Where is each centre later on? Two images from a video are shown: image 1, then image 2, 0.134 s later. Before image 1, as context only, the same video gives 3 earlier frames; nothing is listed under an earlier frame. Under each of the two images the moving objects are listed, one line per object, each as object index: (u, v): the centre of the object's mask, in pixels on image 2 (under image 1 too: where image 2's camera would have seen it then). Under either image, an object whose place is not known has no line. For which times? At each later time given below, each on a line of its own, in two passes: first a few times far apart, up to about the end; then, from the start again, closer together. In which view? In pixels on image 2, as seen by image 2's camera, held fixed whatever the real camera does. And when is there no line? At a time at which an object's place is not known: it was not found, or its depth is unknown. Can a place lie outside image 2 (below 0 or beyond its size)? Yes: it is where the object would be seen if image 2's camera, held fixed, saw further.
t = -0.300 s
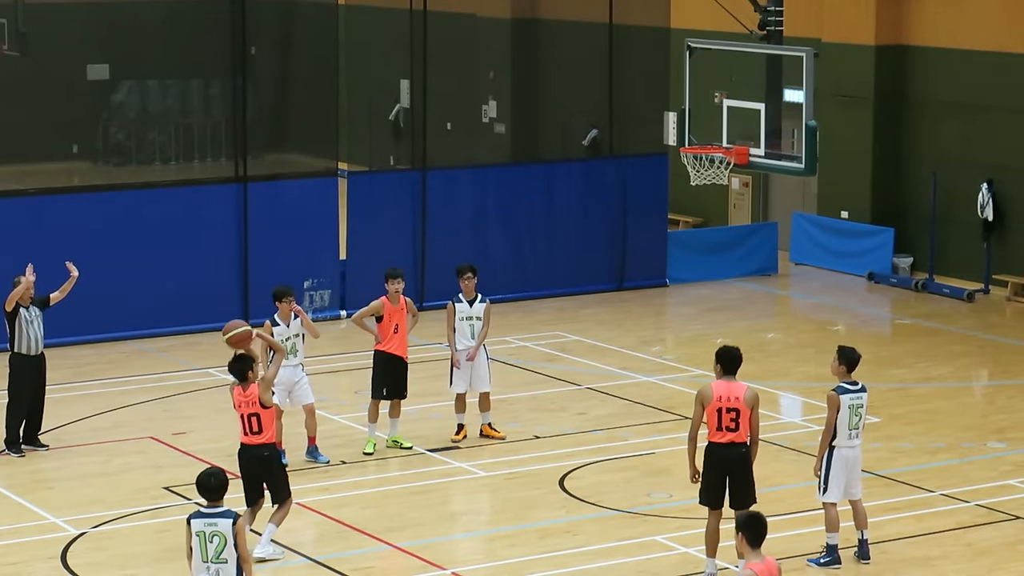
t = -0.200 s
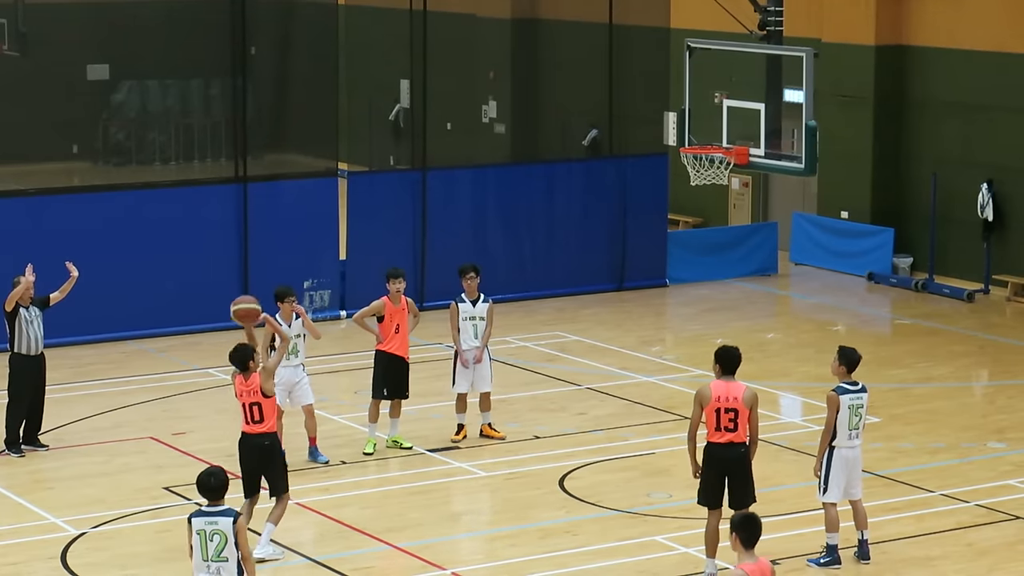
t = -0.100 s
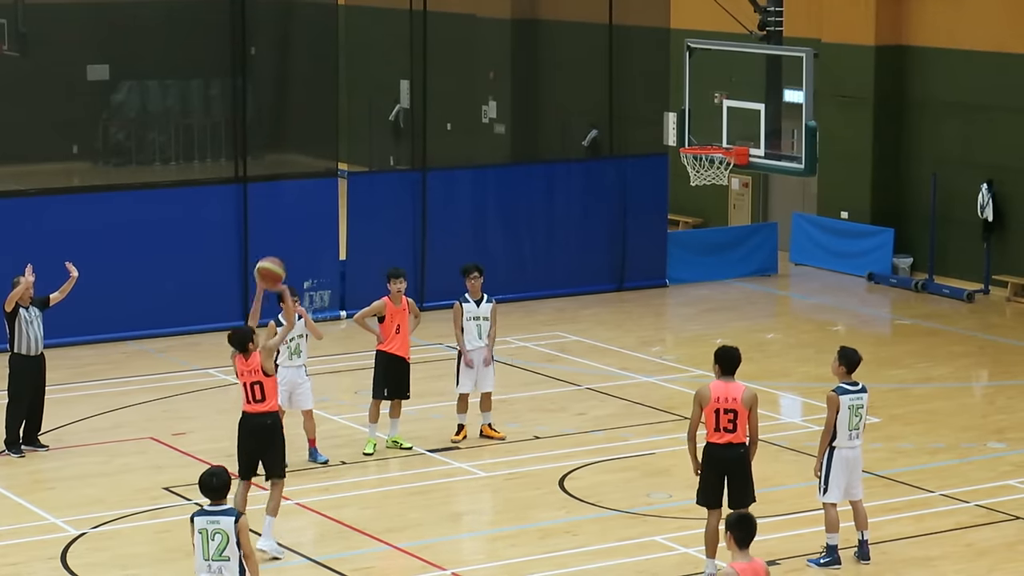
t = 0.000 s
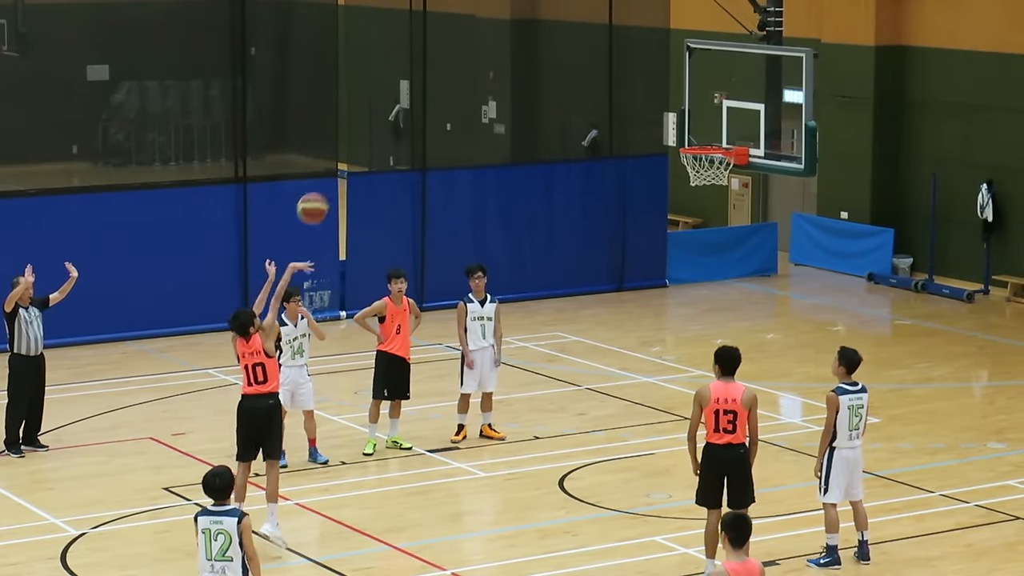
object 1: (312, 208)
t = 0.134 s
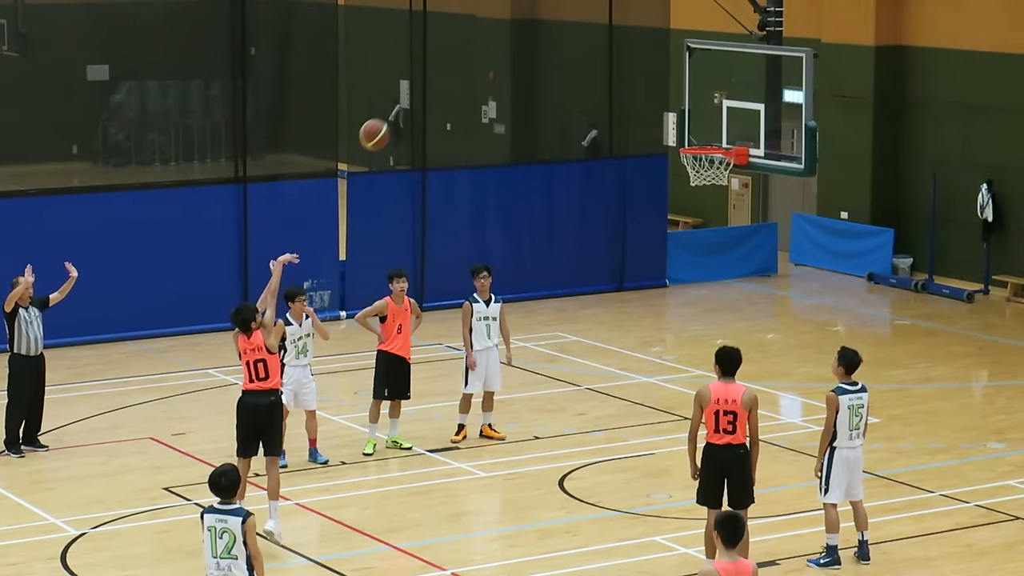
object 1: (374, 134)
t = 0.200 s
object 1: (404, 106)
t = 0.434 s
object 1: (506, 50)
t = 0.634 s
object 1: (587, 55)
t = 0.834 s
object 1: (663, 103)
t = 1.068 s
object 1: (734, 188)
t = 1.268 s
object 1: (763, 260)
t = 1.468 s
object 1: (791, 369)
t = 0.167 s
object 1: (390, 119)
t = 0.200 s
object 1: (404, 106)
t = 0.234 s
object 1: (420, 94)
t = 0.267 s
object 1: (434, 84)
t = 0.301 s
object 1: (449, 74)
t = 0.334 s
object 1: (464, 66)
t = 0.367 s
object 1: (478, 60)
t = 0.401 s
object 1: (492, 55)
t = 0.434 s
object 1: (506, 50)
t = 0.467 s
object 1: (520, 48)
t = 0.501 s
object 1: (533, 47)
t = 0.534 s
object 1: (547, 47)
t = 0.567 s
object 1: (561, 48)
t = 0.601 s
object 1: (574, 51)
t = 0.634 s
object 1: (587, 55)
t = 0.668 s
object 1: (600, 60)
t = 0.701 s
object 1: (613, 66)
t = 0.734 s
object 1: (625, 74)
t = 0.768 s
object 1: (638, 83)
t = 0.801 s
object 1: (651, 92)
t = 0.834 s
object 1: (663, 103)
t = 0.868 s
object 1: (675, 115)
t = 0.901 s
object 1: (687, 128)
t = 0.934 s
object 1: (700, 139)
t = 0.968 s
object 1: (711, 157)
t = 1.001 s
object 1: (722, 172)
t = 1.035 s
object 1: (729, 180)
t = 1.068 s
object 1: (734, 188)
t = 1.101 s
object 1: (738, 196)
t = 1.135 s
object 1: (742, 208)
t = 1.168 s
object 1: (748, 219)
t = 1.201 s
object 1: (753, 231)
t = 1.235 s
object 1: (757, 244)
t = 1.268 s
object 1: (763, 260)
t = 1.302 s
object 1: (767, 273)
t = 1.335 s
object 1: (772, 290)
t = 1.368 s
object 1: (777, 308)
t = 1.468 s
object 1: (791, 369)
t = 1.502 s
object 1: (794, 390)
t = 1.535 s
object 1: (799, 412)
